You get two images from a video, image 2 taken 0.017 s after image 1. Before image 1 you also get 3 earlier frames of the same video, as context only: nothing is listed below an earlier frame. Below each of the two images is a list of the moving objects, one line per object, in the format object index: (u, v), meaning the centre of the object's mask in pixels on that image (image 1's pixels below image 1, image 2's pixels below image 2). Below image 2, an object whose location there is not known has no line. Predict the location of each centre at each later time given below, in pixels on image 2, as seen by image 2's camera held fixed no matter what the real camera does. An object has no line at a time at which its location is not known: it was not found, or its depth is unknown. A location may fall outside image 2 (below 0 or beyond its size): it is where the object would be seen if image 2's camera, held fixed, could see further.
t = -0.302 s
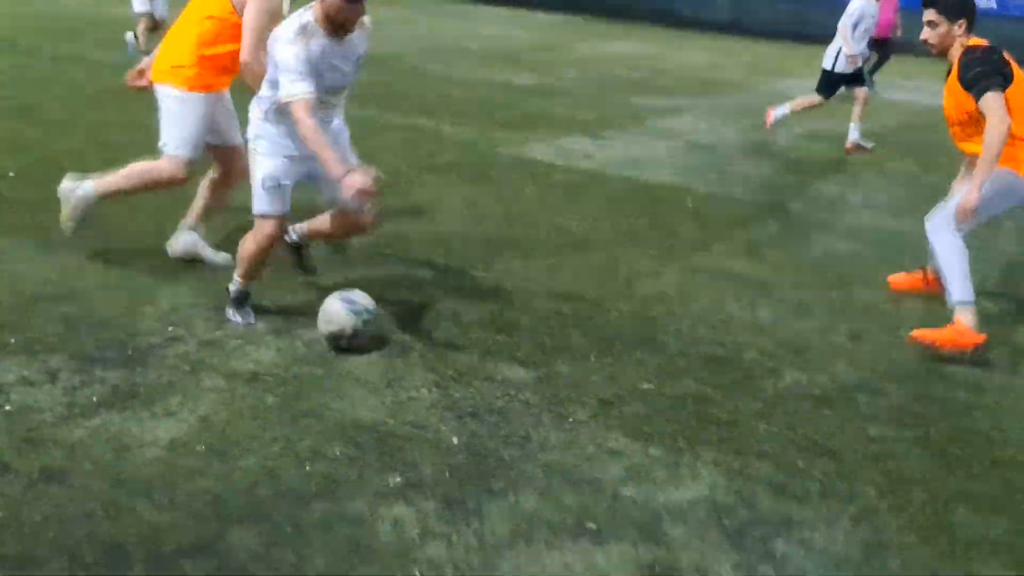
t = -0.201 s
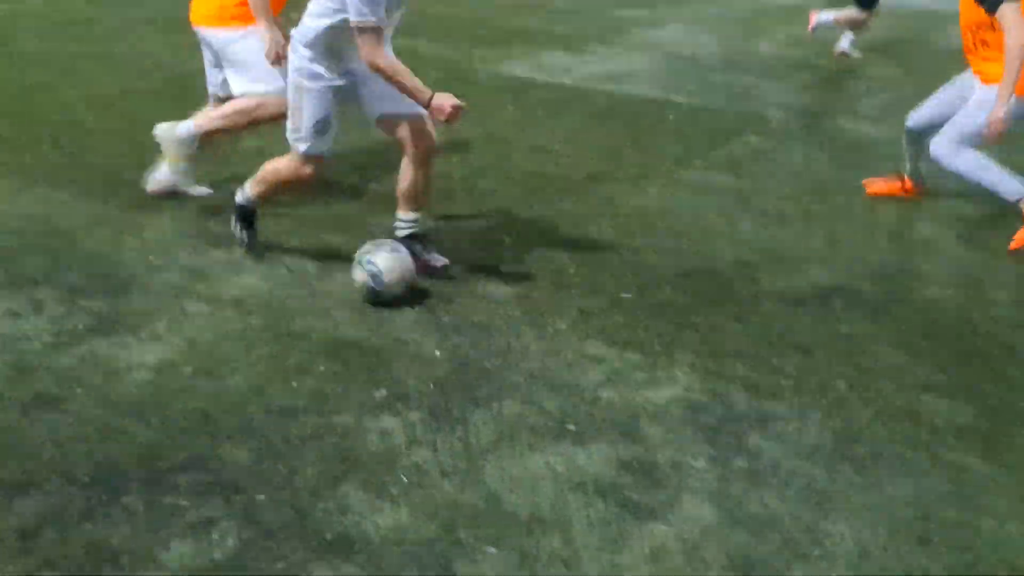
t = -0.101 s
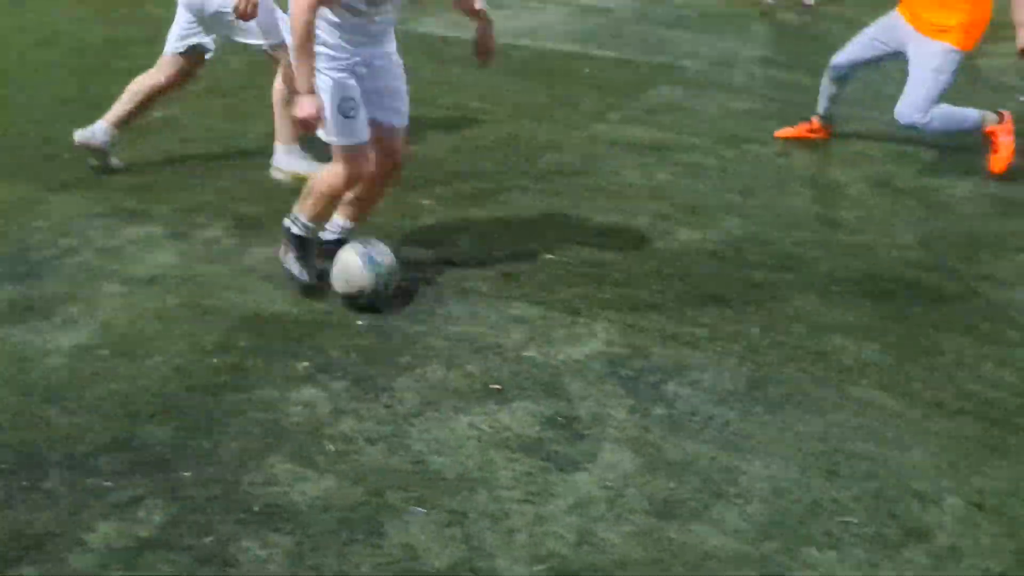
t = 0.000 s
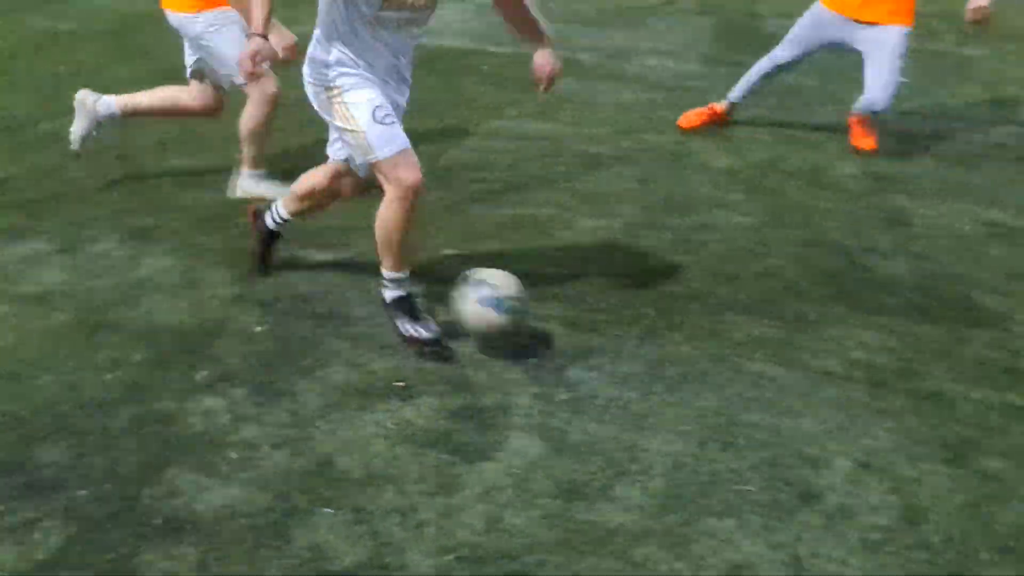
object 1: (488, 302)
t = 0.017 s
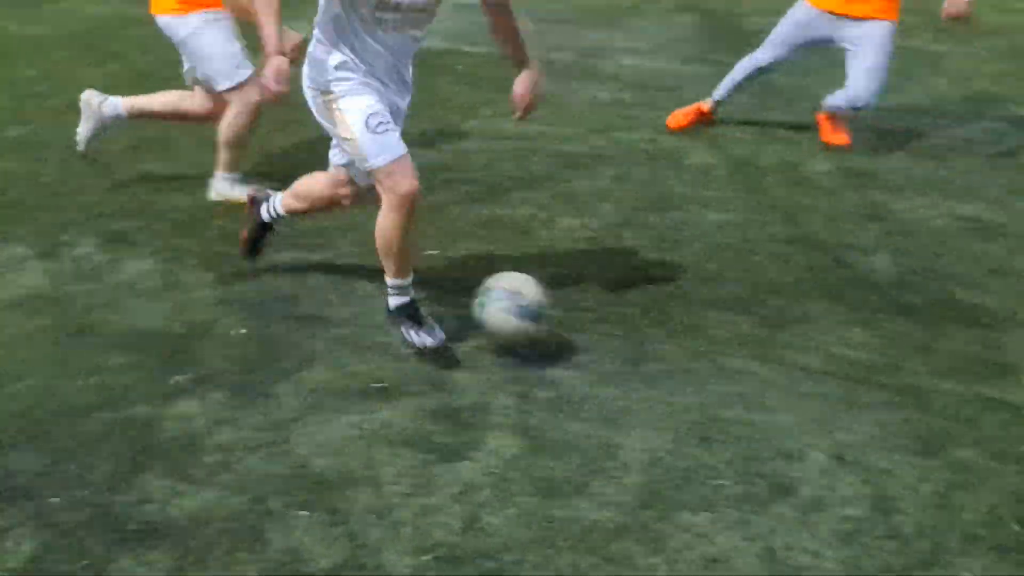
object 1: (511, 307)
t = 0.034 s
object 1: (560, 314)
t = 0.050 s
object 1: (608, 318)
